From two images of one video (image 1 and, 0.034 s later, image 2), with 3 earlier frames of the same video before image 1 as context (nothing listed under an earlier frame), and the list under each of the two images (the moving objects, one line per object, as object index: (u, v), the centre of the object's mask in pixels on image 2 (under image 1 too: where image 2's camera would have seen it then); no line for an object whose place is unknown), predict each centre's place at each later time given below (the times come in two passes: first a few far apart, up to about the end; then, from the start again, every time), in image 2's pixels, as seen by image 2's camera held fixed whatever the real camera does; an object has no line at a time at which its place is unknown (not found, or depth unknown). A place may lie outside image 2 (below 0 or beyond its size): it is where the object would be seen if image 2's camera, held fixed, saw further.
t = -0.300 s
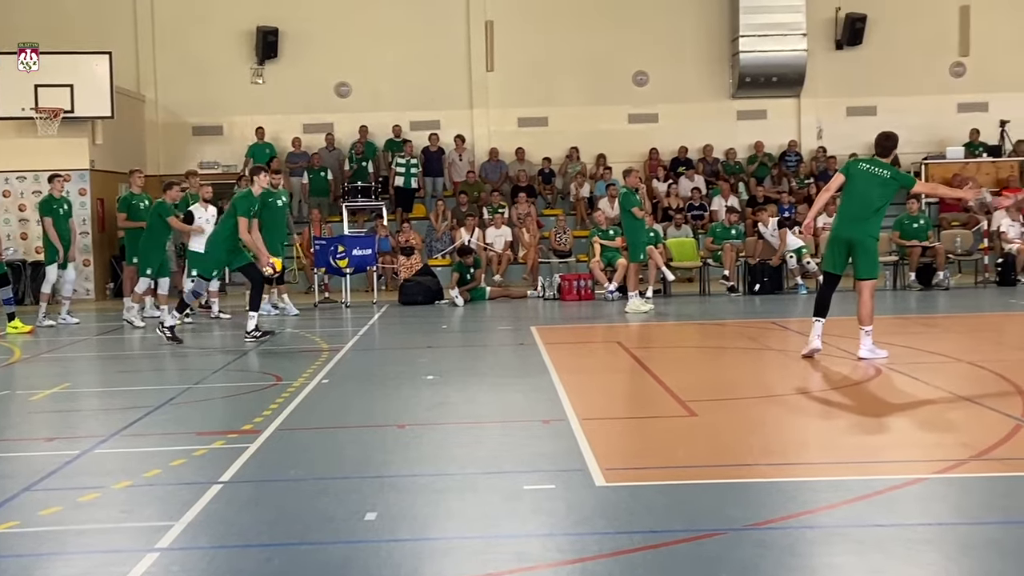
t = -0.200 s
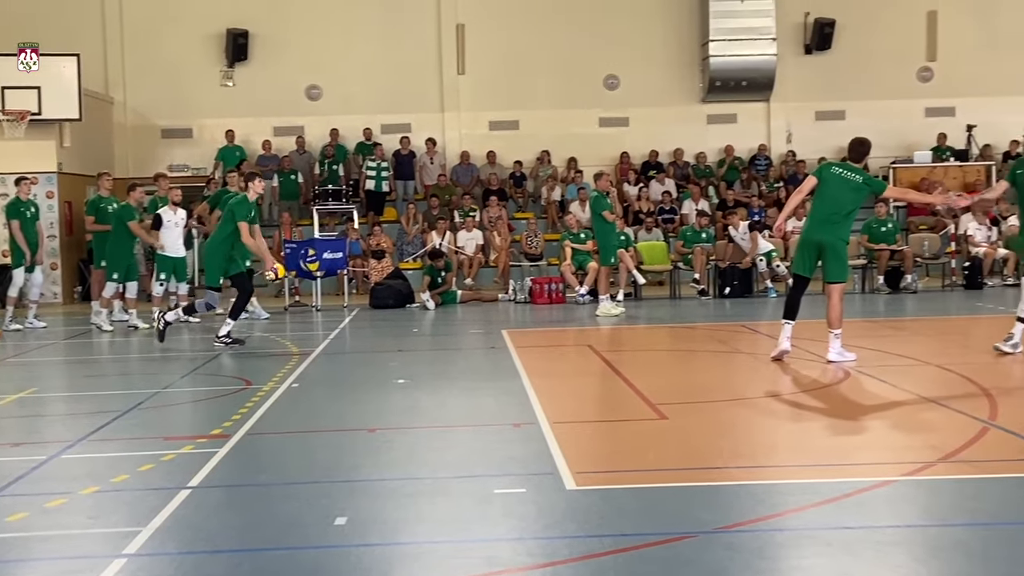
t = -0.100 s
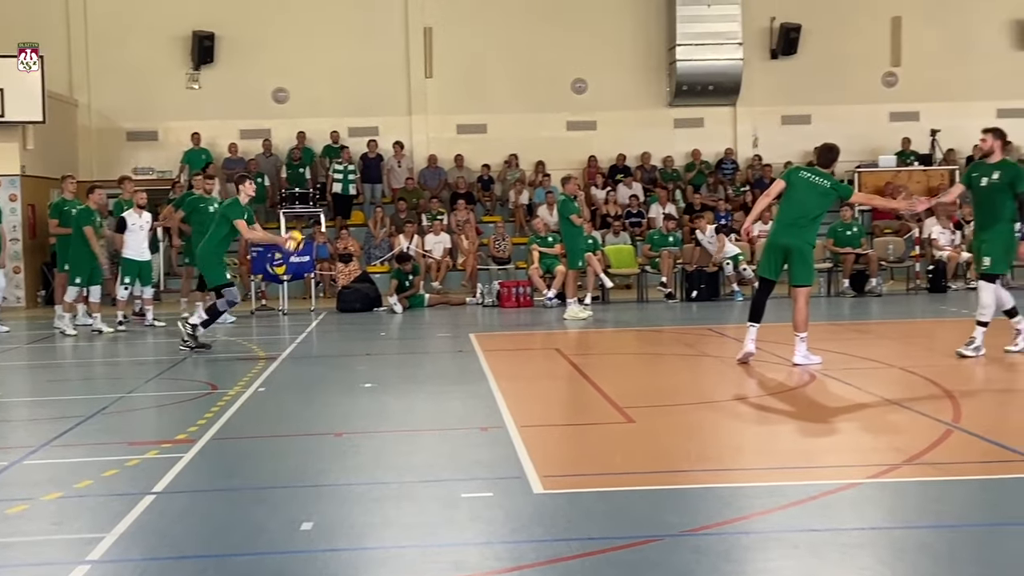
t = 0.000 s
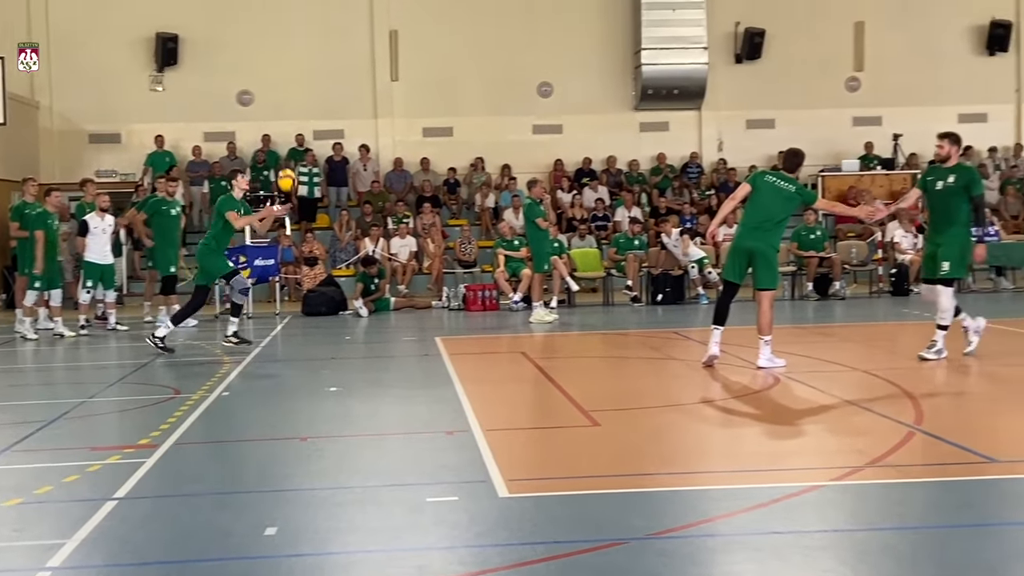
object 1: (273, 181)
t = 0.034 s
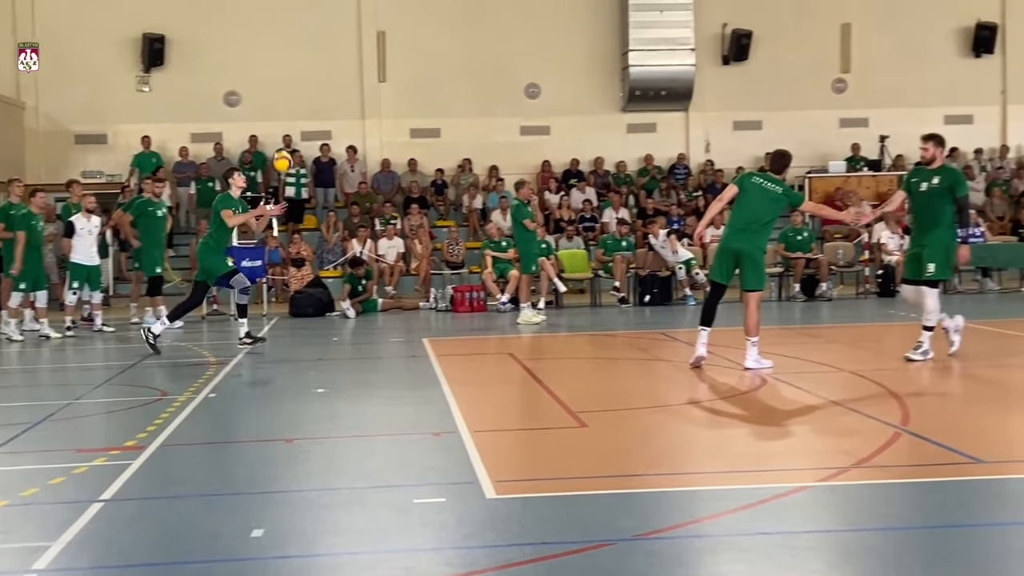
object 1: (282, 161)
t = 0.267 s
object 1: (343, 60)
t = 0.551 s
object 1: (415, 10)
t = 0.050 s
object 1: (287, 153)
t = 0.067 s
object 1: (291, 144)
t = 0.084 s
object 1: (296, 135)
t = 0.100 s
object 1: (300, 127)
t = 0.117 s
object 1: (304, 119)
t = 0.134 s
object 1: (309, 111)
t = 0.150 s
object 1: (313, 103)
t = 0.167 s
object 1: (317, 97)
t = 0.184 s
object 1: (322, 90)
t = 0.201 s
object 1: (326, 84)
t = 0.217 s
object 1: (331, 77)
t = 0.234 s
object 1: (335, 71)
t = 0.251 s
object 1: (339, 65)
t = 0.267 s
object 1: (343, 60)
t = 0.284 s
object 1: (347, 54)
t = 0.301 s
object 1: (352, 50)
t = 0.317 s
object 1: (356, 45)
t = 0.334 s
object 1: (360, 41)
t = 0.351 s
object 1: (364, 36)
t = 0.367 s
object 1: (368, 33)
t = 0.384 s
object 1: (373, 29)
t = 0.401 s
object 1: (377, 26)
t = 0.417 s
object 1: (381, 23)
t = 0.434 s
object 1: (385, 20)
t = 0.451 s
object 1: (389, 18)
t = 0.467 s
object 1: (393, 16)
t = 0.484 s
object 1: (398, 14)
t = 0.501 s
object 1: (402, 13)
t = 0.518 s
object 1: (407, 12)
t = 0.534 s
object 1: (411, 10)
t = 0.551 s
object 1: (415, 10)
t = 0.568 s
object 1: (420, 10)
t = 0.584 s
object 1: (423, 9)
